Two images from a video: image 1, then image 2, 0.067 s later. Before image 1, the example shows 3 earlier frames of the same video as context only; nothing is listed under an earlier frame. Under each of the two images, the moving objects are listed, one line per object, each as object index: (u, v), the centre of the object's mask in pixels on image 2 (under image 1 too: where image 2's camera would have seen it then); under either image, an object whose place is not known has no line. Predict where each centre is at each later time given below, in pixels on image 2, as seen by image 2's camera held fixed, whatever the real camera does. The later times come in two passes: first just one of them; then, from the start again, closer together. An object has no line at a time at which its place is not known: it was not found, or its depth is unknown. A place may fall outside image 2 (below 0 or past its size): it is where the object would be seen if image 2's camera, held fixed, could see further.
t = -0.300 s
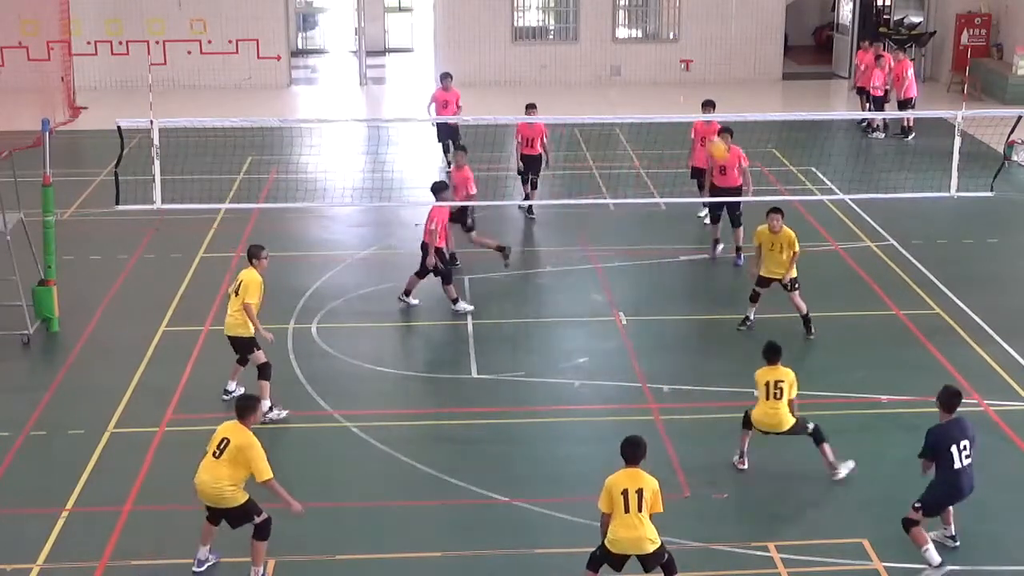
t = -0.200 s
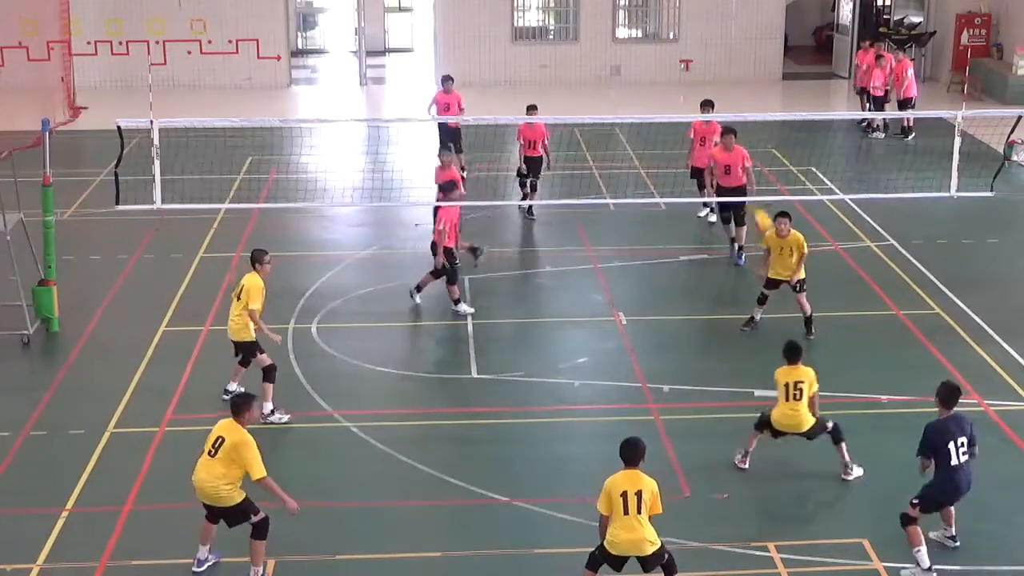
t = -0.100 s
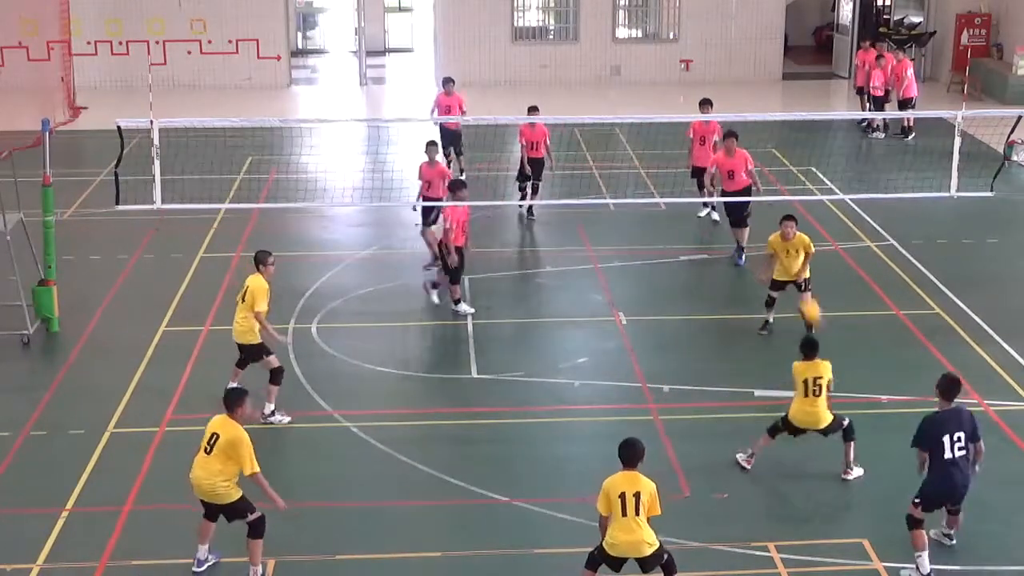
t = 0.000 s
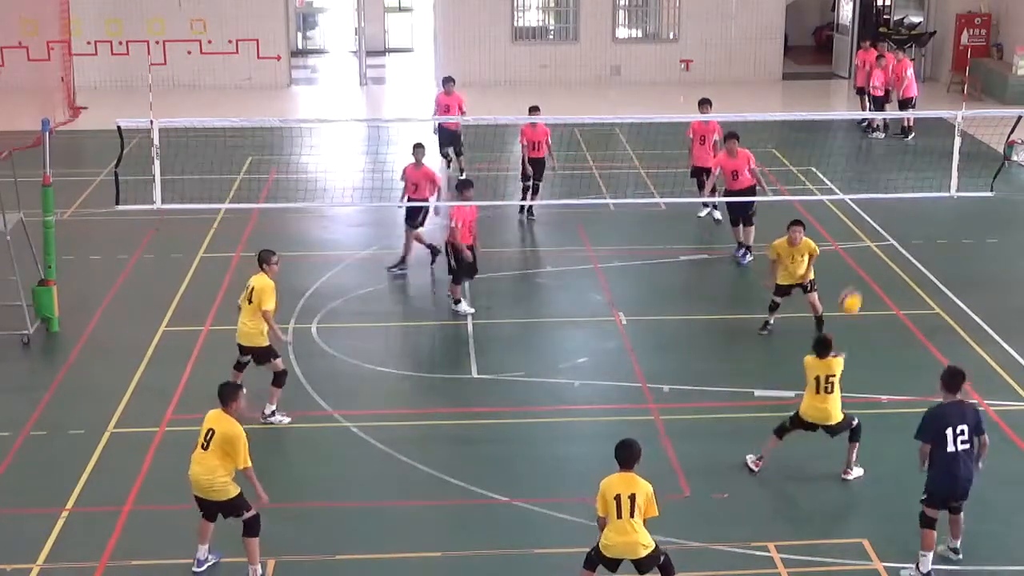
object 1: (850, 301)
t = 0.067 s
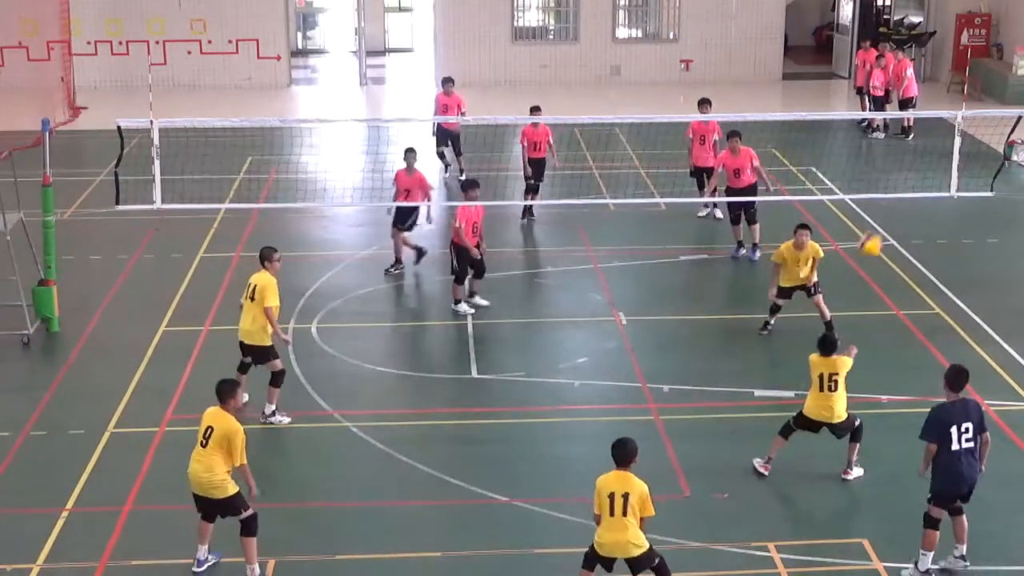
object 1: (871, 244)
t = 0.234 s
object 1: (921, 121)
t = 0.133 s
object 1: (890, 192)
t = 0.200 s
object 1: (911, 142)
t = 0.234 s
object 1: (921, 121)
